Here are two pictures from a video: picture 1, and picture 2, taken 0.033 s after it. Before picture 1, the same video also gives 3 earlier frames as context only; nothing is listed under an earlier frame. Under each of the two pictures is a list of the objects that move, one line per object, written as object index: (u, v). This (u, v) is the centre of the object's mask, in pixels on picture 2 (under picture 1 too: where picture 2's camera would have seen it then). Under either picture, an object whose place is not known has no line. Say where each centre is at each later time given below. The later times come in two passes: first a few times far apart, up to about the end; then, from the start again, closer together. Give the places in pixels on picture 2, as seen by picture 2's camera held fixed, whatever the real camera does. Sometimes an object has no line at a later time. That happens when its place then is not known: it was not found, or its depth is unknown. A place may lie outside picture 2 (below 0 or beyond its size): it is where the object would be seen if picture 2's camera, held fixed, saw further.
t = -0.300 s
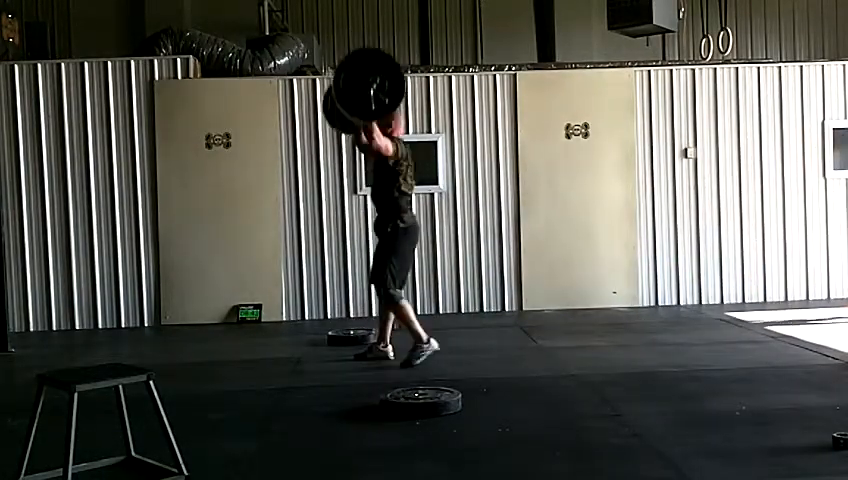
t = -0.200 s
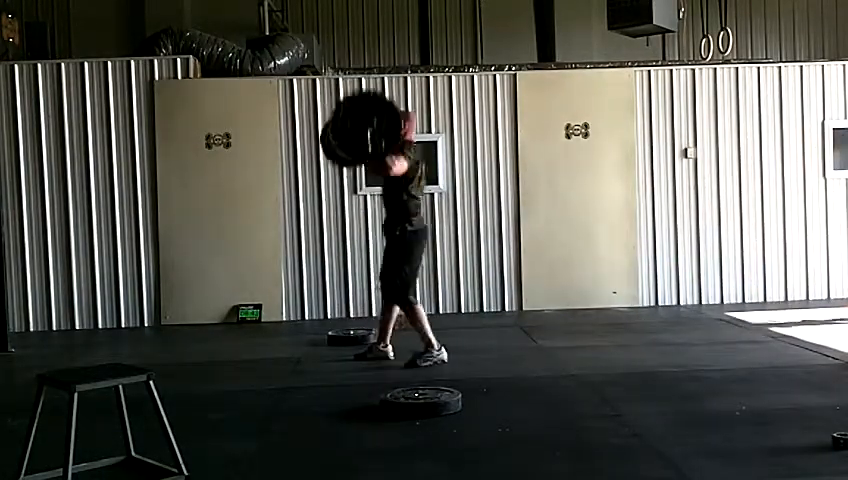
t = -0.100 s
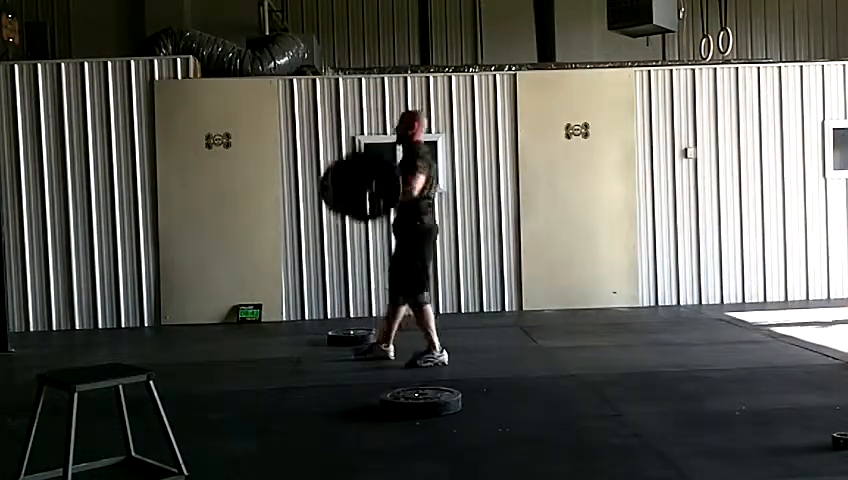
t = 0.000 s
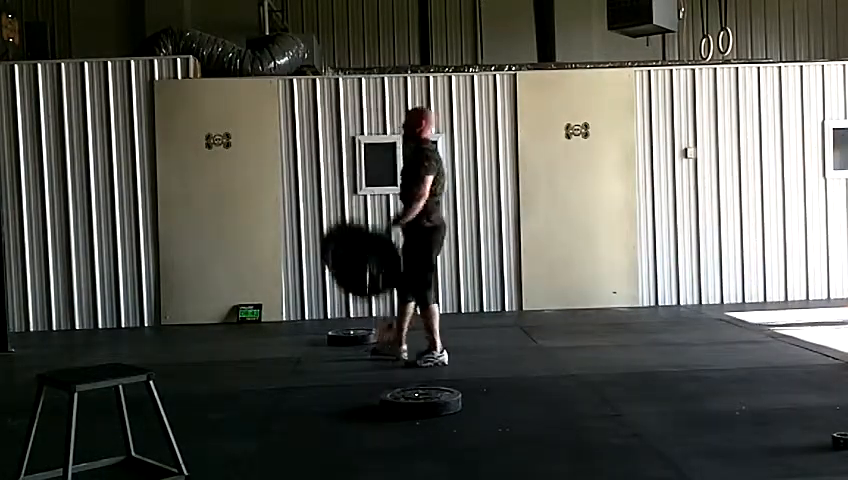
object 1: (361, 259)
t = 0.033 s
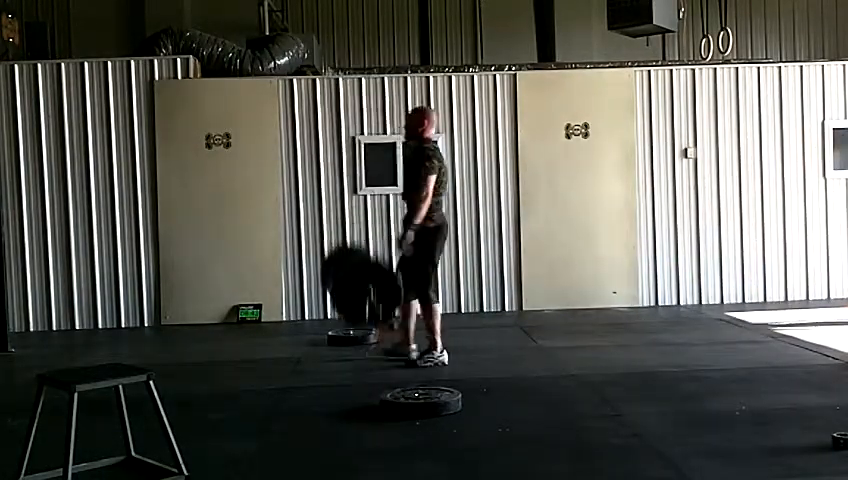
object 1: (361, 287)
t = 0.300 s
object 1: (359, 286)
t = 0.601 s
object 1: (359, 304)
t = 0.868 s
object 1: (361, 333)
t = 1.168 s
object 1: (363, 345)
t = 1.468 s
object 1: (364, 347)
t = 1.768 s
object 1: (365, 347)
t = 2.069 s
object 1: (366, 346)
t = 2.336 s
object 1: (367, 346)
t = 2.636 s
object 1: (368, 346)
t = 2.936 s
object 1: (369, 346)
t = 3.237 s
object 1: (370, 346)
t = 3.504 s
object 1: (370, 346)
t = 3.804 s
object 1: (370, 346)
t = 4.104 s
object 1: (370, 346)
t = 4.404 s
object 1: (370, 346)
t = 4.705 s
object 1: (370, 346)
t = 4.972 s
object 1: (370, 346)
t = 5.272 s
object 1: (370, 346)
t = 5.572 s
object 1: (370, 346)
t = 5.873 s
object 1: (370, 346)
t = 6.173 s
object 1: (370, 346)
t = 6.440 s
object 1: (370, 346)
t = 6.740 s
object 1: (370, 346)
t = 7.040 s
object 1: (370, 346)
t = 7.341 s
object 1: (370, 346)
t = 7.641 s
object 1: (370, 346)
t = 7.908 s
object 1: (370, 346)
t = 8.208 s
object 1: (370, 346)
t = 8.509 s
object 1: (370, 346)
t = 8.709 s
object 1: (370, 346)
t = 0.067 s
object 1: (360, 317)
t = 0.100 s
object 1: (361, 343)
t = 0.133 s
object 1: (360, 333)
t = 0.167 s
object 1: (360, 321)
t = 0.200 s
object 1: (359, 310)
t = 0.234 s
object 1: (360, 300)
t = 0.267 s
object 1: (359, 292)
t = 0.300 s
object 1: (359, 286)
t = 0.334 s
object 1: (359, 282)
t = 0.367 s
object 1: (359, 279)
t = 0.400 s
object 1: (359, 278)
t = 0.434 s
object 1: (359, 278)
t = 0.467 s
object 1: (359, 280)
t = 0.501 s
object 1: (359, 283)
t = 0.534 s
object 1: (359, 289)
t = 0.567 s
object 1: (359, 295)
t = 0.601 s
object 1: (359, 304)
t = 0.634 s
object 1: (360, 315)
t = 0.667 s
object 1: (360, 326)
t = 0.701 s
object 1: (361, 334)
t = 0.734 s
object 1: (362, 337)
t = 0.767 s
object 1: (362, 339)
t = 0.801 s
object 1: (362, 337)
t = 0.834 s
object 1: (362, 334)
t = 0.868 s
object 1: (361, 333)
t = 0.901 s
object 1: (361, 333)
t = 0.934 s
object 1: (361, 336)
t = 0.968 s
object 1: (361, 338)
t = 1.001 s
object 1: (362, 339)
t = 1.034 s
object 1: (362, 341)
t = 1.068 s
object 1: (362, 343)
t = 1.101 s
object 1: (363, 346)
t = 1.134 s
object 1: (363, 346)
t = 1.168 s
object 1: (363, 345)
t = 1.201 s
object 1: (363, 344)
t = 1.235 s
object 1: (363, 345)
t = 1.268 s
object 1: (363, 346)
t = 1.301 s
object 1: (364, 347)
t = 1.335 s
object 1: (364, 346)
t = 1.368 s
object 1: (364, 346)
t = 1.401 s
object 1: (364, 347)
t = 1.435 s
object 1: (364, 347)
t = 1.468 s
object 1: (364, 347)
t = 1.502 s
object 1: (364, 347)
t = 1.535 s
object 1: (364, 347)
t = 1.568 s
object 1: (365, 347)
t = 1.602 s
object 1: (365, 347)
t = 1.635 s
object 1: (365, 347)
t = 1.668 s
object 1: (365, 347)
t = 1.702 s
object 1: (365, 347)
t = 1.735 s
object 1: (365, 347)
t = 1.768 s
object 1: (365, 347)
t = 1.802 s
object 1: (365, 347)
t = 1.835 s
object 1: (365, 346)
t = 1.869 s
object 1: (365, 346)
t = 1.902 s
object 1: (366, 346)
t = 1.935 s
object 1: (366, 346)
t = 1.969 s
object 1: (366, 346)
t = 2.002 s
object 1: (366, 346)
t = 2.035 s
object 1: (366, 346)
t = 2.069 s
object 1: (366, 346)
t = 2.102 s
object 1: (366, 346)
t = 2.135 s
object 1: (366, 346)
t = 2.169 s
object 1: (366, 346)
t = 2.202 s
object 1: (366, 346)
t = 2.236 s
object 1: (366, 346)
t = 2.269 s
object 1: (366, 346)
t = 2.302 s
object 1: (367, 346)
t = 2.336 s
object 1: (367, 346)
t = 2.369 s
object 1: (367, 346)
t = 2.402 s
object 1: (367, 346)
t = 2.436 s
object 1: (367, 346)
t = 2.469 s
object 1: (367, 346)
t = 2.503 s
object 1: (367, 346)
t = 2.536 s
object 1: (367, 346)
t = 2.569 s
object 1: (367, 346)
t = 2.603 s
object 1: (368, 346)
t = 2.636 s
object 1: (368, 346)
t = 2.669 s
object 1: (368, 346)
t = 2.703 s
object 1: (368, 346)
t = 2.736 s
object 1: (368, 346)
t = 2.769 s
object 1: (368, 346)
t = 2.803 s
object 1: (368, 346)
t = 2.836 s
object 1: (368, 346)
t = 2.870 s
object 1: (369, 346)
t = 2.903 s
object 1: (369, 346)
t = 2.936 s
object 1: (369, 346)
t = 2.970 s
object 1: (369, 346)
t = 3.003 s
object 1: (369, 346)
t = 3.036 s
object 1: (369, 346)
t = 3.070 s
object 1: (369, 346)
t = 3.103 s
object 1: (369, 346)
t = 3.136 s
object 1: (370, 346)
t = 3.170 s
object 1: (370, 346)
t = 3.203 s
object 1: (370, 346)
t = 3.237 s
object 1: (370, 346)
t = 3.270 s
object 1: (370, 346)
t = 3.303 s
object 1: (370, 346)
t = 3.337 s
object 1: (370, 346)
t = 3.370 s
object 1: (370, 346)
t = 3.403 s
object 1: (370, 346)
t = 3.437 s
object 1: (370, 346)
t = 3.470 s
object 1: (370, 346)
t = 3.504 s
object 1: (370, 346)
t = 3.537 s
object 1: (370, 346)
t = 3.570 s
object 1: (370, 346)
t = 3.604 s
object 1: (370, 346)
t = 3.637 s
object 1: (370, 346)
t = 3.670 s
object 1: (370, 346)
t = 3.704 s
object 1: (370, 346)
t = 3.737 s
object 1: (370, 346)
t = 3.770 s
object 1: (370, 346)
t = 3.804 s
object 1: (370, 346)
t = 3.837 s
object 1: (370, 346)
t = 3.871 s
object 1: (370, 346)
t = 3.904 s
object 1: (370, 346)
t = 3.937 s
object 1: (370, 346)
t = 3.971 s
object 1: (370, 346)
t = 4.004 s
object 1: (370, 346)
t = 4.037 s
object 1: (370, 346)
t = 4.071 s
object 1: (370, 346)
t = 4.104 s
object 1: (370, 346)
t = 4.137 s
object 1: (370, 346)
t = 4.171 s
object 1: (370, 346)
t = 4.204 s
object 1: (370, 346)
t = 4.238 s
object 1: (370, 346)
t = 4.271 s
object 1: (370, 346)
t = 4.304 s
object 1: (370, 346)
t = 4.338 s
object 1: (370, 346)
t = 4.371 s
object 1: (370, 346)
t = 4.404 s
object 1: (370, 346)
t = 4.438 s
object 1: (370, 346)
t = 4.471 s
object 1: (370, 346)
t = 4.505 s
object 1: (370, 346)
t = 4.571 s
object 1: (370, 346)
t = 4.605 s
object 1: (370, 346)
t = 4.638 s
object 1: (370, 346)
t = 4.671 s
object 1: (370, 346)
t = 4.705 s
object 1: (370, 346)
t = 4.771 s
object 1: (370, 346)
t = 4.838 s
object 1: (370, 346)
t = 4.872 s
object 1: (370, 346)
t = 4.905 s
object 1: (370, 346)
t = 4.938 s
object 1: (370, 346)
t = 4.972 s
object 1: (370, 346)
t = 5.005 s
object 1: (370, 346)
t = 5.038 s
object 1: (370, 346)
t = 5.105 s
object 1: (370, 346)
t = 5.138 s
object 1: (370, 346)
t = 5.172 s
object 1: (370, 346)
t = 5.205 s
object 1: (370, 346)
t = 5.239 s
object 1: (370, 346)
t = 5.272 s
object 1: (370, 346)
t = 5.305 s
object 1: (370, 346)
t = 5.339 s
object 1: (370, 346)
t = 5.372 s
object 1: (370, 346)
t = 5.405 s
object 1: (370, 346)
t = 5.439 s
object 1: (370, 346)
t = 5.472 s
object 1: (370, 346)
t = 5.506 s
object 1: (370, 346)
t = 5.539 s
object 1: (370, 346)
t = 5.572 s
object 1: (370, 346)
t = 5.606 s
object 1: (370, 346)
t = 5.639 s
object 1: (370, 346)
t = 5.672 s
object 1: (370, 346)
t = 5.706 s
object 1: (370, 346)
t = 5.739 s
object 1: (370, 346)
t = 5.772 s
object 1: (370, 346)
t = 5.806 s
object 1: (370, 346)
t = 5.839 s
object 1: (370, 346)
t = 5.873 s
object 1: (370, 346)
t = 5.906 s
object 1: (370, 346)
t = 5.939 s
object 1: (370, 346)
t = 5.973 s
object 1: (370, 346)
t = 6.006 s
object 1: (370, 346)
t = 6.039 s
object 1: (370, 346)
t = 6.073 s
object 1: (370, 346)
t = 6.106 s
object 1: (370, 346)
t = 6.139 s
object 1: (370, 346)
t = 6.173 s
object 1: (370, 346)
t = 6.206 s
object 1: (370, 346)
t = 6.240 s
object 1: (370, 346)
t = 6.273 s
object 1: (370, 346)
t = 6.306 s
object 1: (370, 346)
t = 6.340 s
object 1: (370, 346)
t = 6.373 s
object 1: (370, 346)
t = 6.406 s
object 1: (370, 346)
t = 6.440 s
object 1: (370, 346)
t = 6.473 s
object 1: (370, 346)
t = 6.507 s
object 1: (370, 346)
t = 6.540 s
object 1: (370, 346)
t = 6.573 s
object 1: (370, 346)
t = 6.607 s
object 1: (370, 346)
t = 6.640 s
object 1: (370, 346)
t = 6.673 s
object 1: (370, 346)
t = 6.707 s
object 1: (370, 346)
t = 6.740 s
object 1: (370, 346)
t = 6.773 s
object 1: (370, 346)
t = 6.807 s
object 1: (370, 346)
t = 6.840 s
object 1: (370, 346)
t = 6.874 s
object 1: (370, 346)
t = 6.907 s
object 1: (370, 346)
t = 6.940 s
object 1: (370, 346)
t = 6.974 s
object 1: (370, 346)
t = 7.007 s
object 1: (370, 346)
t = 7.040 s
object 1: (370, 346)
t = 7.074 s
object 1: (370, 346)
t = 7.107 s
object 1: (370, 346)
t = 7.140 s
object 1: (370, 346)
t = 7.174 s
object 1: (370, 346)
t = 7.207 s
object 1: (370, 346)
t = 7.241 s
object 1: (370, 346)
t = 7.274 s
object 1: (370, 346)
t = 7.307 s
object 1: (370, 346)
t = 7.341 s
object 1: (370, 346)
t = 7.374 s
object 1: (370, 346)
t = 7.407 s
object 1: (370, 346)
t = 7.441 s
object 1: (370, 346)
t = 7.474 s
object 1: (370, 346)
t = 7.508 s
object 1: (370, 346)
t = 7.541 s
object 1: (370, 346)
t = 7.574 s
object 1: (370, 346)
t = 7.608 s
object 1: (370, 346)
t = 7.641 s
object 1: (370, 346)
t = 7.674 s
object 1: (370, 346)
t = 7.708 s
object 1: (370, 346)
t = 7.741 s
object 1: (370, 346)
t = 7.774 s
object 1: (370, 346)
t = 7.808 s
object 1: (370, 346)
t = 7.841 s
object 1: (370, 346)
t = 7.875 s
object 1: (370, 346)
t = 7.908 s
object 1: (370, 346)
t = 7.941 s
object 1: (370, 346)
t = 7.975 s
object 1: (370, 346)
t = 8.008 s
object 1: (370, 346)
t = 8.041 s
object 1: (370, 346)
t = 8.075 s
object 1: (370, 346)
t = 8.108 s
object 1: (370, 346)
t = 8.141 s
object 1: (370, 346)
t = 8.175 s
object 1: (370, 346)
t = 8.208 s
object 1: (370, 346)
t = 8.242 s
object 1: (370, 346)
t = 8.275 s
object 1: (370, 346)
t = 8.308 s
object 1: (370, 346)
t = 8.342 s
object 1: (370, 346)
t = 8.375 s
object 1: (370, 346)
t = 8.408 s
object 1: (370, 346)
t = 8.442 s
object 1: (370, 346)
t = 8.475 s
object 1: (370, 346)
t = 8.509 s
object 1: (370, 346)
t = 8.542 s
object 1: (370, 346)
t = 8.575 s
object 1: (370, 346)
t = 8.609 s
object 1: (370, 346)
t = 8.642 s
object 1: (370, 346)
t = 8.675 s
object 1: (370, 346)
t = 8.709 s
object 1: (370, 346)
